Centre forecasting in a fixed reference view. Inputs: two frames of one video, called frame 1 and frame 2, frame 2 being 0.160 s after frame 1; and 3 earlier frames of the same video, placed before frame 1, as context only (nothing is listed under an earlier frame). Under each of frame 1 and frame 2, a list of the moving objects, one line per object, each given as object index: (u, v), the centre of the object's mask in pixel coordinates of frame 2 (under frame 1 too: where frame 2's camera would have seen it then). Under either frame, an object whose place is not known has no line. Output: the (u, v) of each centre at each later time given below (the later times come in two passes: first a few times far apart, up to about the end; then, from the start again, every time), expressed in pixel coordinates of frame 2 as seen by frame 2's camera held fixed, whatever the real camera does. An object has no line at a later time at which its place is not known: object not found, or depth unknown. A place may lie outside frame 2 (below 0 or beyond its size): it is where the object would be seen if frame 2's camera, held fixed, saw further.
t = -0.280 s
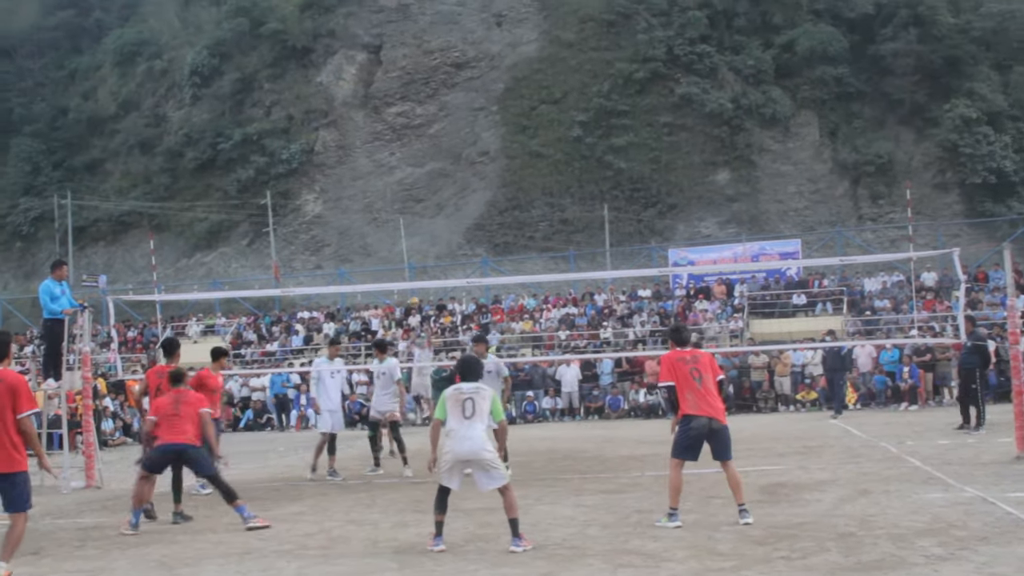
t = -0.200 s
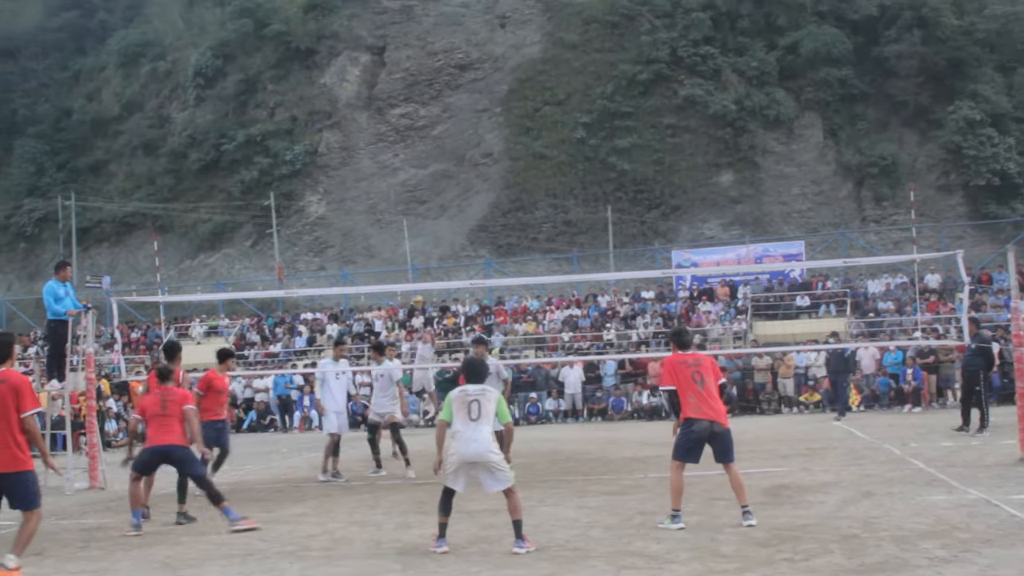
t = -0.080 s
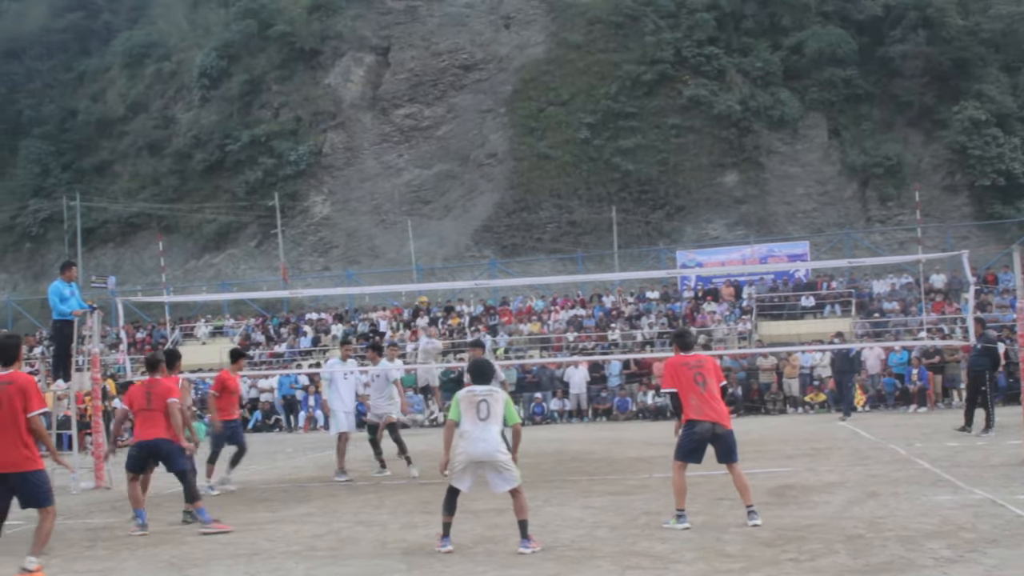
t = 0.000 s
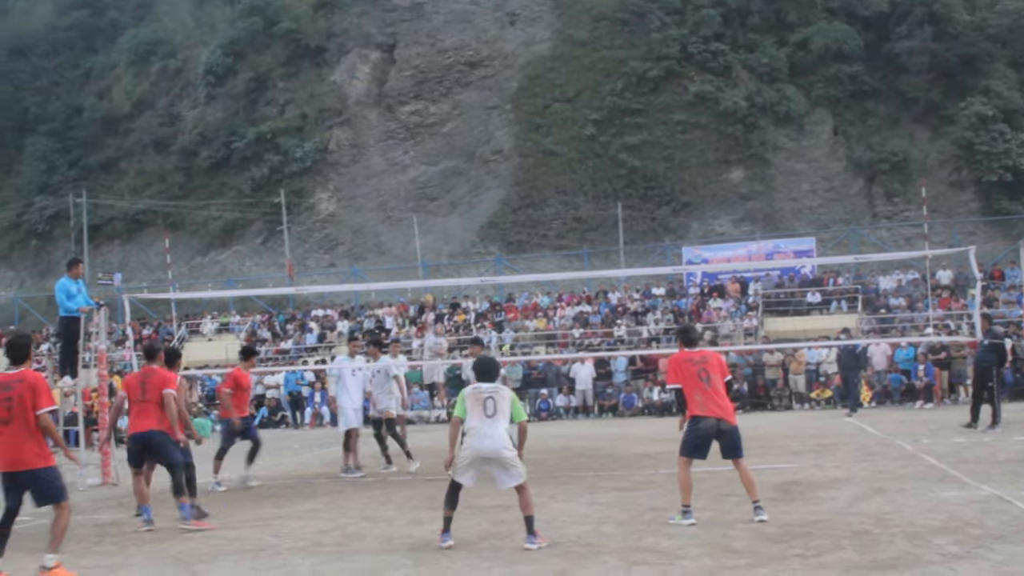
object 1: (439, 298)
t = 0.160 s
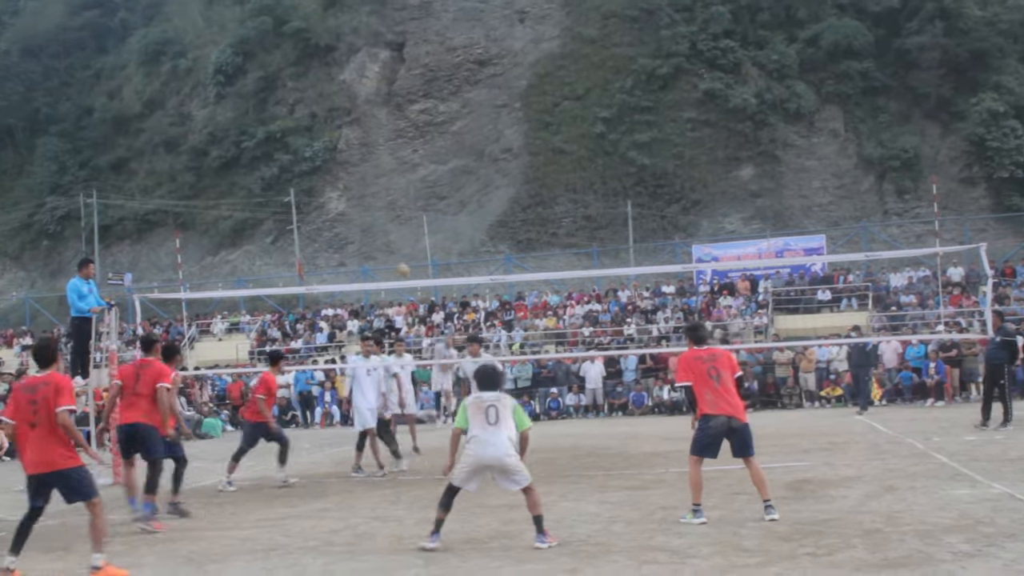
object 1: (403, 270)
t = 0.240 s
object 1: (384, 258)
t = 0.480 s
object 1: (314, 237)
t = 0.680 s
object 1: (234, 241)
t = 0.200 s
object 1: (394, 263)
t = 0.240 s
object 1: (384, 258)
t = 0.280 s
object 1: (374, 253)
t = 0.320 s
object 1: (364, 249)
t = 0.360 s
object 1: (352, 244)
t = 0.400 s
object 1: (340, 241)
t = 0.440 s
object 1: (327, 239)
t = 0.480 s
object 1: (314, 237)
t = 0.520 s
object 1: (300, 237)
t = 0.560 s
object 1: (283, 235)
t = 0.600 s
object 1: (269, 236)
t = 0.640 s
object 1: (251, 238)
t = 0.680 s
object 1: (234, 241)
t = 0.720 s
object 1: (217, 246)
